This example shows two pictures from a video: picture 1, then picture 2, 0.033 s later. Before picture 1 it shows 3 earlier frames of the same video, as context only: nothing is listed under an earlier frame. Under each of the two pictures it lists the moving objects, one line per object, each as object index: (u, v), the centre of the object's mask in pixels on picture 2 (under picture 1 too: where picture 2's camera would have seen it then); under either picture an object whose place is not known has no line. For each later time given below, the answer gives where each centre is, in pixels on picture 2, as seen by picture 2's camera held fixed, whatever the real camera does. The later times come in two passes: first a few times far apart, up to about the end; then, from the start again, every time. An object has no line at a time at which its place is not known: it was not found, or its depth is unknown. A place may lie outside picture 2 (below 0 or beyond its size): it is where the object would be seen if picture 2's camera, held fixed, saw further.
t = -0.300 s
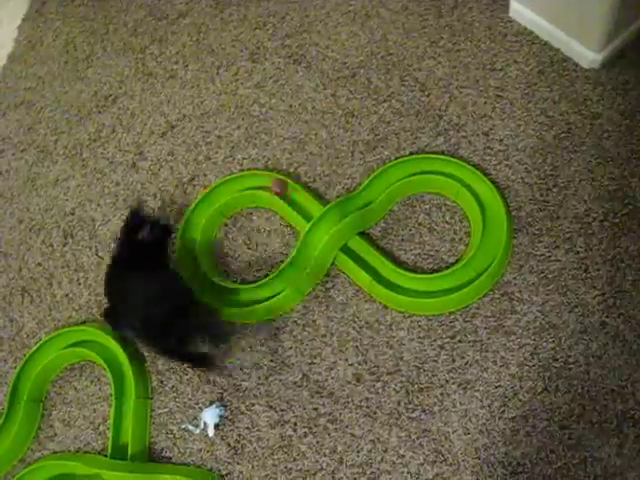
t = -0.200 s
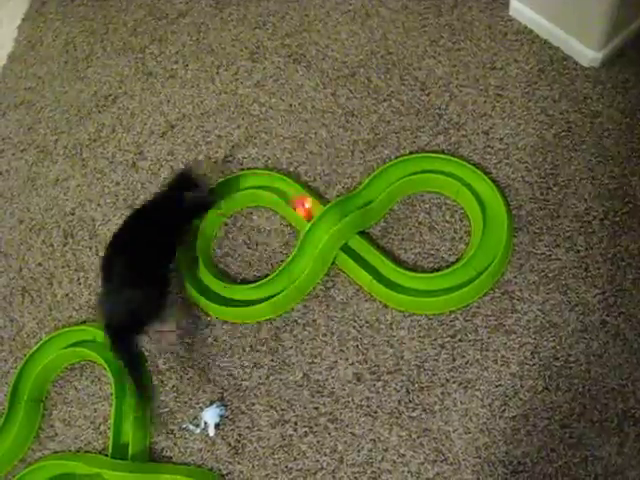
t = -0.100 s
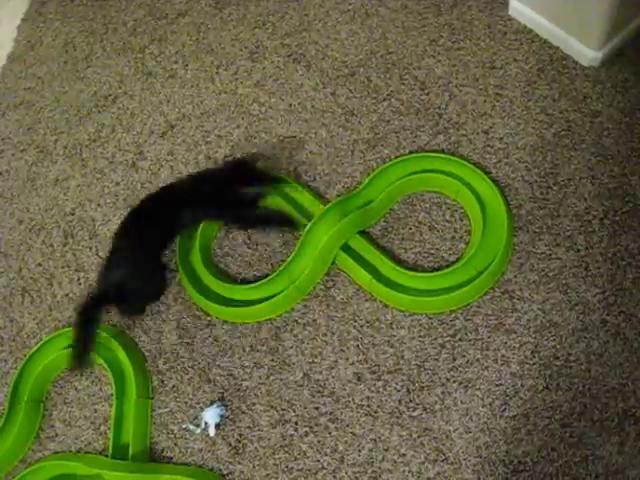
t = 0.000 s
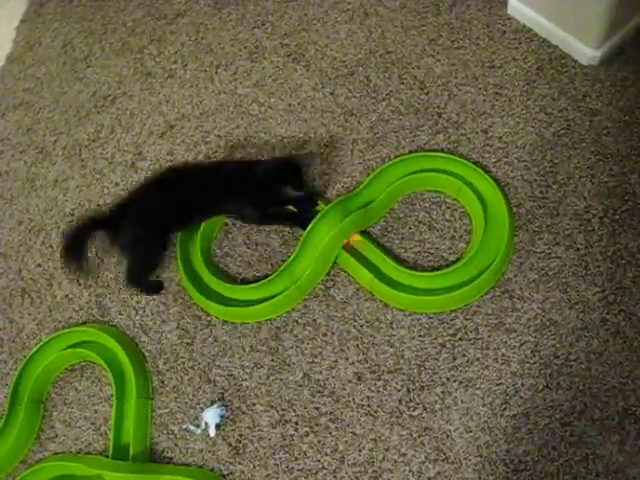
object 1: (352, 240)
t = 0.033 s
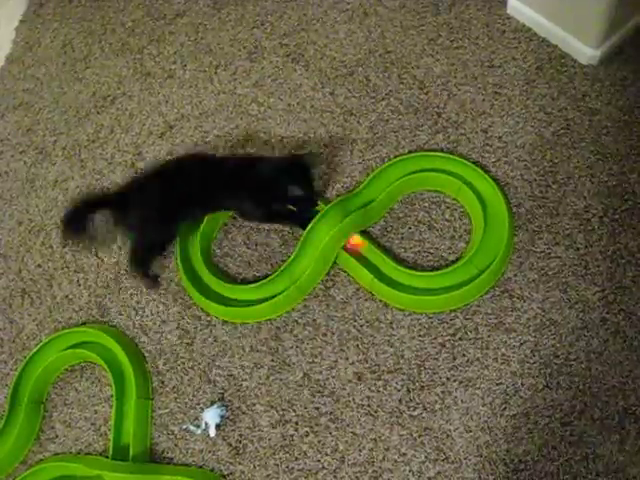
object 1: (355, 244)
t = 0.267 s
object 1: (390, 277)
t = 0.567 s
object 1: (450, 283)
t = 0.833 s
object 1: (483, 255)
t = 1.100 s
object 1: (495, 220)
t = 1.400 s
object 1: (478, 183)
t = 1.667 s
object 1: (457, 169)
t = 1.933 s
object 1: (432, 165)
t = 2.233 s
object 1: (414, 164)
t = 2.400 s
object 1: (402, 169)
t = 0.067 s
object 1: (356, 249)
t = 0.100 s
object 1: (361, 254)
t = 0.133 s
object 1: (367, 259)
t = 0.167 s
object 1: (375, 264)
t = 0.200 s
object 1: (382, 269)
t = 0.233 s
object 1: (386, 275)
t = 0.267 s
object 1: (390, 277)
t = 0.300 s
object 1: (400, 282)
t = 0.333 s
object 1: (405, 283)
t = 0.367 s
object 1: (409, 283)
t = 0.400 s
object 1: (418, 285)
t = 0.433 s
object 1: (424, 286)
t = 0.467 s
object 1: (430, 284)
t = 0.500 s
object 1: (437, 284)
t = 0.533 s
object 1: (444, 283)
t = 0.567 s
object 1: (450, 283)
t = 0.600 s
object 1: (455, 281)
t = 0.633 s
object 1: (460, 279)
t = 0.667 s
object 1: (466, 275)
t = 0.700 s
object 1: (472, 270)
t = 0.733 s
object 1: (475, 268)
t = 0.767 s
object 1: (480, 263)
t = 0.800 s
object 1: (481, 260)
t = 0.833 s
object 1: (483, 255)
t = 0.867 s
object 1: (486, 251)
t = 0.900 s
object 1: (490, 246)
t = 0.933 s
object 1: (491, 241)
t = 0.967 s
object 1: (492, 236)
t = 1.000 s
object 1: (493, 231)
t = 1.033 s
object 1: (494, 228)
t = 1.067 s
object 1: (495, 224)
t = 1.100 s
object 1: (495, 220)
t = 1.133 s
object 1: (494, 215)
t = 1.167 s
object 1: (492, 210)
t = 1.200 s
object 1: (491, 205)
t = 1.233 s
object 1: (490, 201)
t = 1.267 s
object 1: (489, 198)
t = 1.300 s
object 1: (485, 194)
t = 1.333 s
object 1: (482, 191)
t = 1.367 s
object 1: (480, 188)
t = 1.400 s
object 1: (478, 183)
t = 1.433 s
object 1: (475, 182)
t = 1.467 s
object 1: (470, 180)
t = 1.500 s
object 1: (468, 178)
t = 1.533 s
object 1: (468, 176)
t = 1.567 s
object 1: (465, 173)
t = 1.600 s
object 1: (463, 171)
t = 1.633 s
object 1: (459, 170)
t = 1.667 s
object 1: (457, 169)
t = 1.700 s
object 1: (451, 166)
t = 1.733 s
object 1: (449, 166)
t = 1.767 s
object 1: (445, 166)
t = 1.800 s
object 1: (444, 166)
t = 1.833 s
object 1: (441, 166)
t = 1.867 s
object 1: (438, 166)
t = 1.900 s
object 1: (435, 164)
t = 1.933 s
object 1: (432, 165)
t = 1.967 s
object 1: (429, 165)
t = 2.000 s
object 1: (427, 165)
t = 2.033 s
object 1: (425, 164)
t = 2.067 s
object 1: (425, 163)
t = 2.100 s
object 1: (422, 163)
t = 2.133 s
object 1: (419, 164)
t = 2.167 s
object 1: (417, 165)
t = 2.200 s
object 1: (415, 164)
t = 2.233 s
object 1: (414, 164)
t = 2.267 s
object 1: (411, 165)
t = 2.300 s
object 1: (408, 168)
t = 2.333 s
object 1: (406, 168)
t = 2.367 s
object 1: (404, 168)
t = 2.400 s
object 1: (402, 169)
